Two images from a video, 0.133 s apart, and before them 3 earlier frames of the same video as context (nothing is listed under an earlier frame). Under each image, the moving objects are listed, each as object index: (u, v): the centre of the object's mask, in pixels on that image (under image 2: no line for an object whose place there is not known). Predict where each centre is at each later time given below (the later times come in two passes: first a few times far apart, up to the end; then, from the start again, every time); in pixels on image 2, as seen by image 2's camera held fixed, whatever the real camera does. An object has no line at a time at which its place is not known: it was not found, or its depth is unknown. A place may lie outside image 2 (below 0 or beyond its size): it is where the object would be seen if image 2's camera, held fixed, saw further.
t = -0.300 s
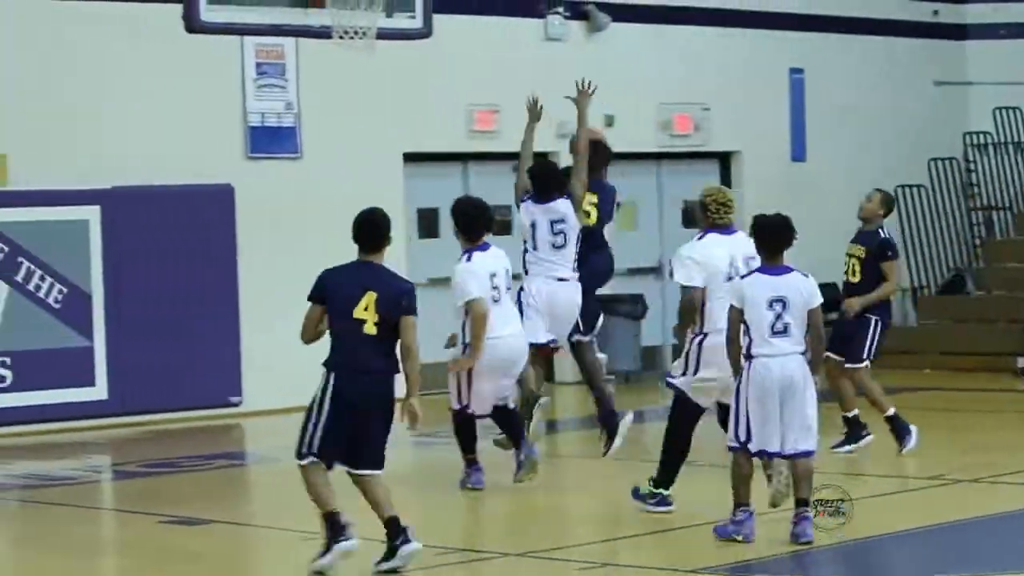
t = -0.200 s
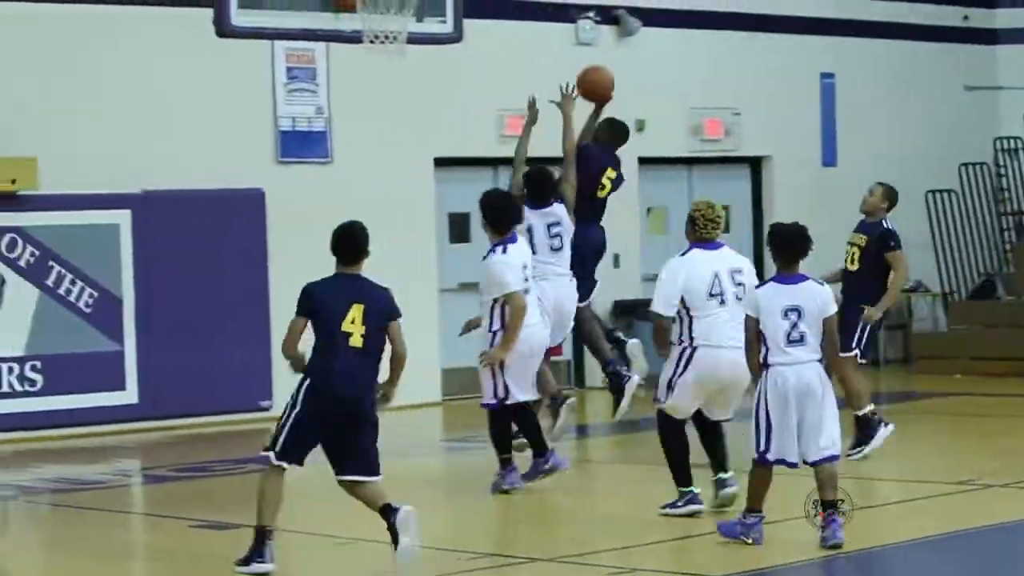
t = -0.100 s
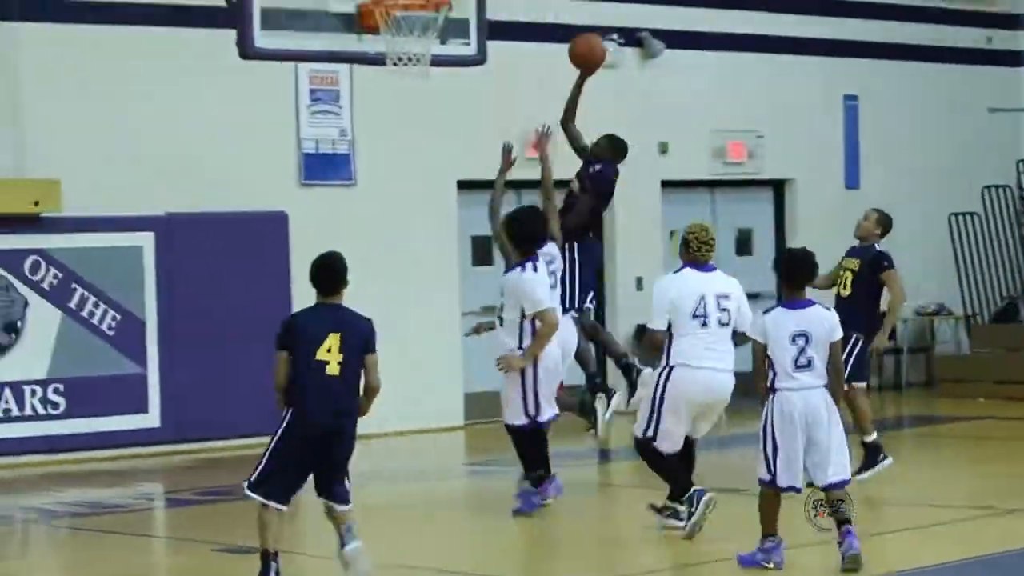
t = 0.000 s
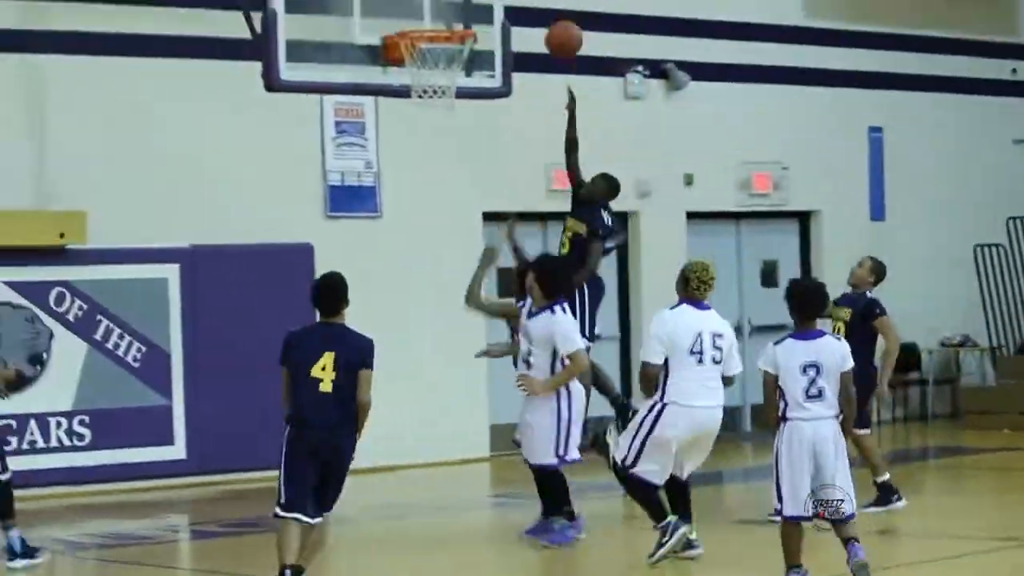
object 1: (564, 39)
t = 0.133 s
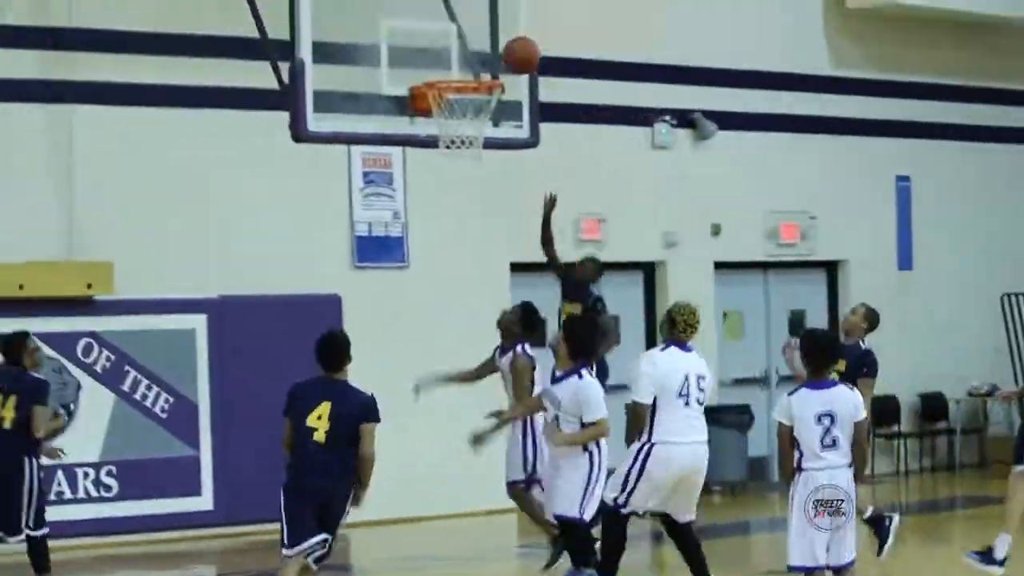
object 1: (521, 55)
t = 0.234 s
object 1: (478, 47)
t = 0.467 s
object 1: (478, 79)
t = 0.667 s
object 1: (473, 147)
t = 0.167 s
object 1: (503, 49)
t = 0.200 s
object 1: (486, 48)
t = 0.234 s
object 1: (478, 47)
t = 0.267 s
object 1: (478, 47)
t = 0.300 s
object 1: (477, 49)
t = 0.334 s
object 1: (477, 53)
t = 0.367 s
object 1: (476, 58)
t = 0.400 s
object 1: (476, 64)
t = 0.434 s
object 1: (478, 70)
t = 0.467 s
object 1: (478, 79)
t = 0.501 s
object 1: (479, 103)
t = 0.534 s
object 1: (477, 113)
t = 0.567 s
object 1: (475, 119)
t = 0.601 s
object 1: (468, 119)
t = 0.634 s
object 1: (477, 143)
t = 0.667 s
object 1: (473, 147)
